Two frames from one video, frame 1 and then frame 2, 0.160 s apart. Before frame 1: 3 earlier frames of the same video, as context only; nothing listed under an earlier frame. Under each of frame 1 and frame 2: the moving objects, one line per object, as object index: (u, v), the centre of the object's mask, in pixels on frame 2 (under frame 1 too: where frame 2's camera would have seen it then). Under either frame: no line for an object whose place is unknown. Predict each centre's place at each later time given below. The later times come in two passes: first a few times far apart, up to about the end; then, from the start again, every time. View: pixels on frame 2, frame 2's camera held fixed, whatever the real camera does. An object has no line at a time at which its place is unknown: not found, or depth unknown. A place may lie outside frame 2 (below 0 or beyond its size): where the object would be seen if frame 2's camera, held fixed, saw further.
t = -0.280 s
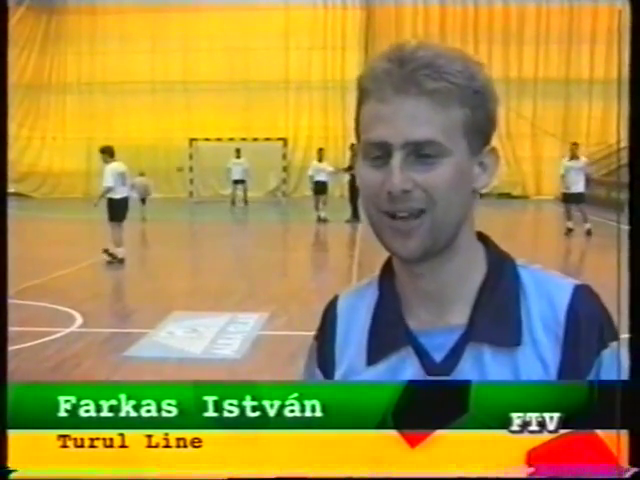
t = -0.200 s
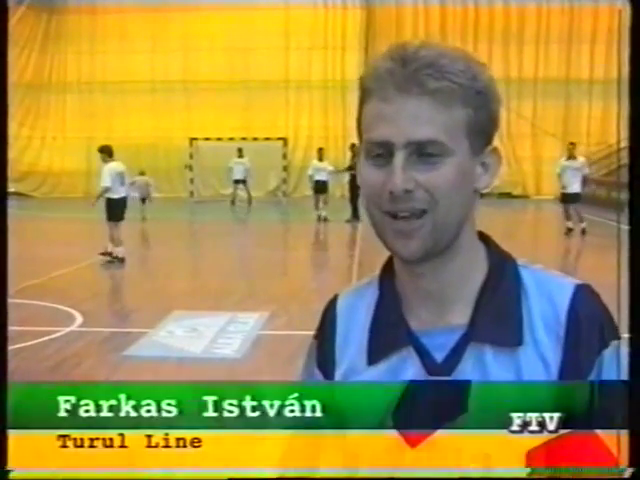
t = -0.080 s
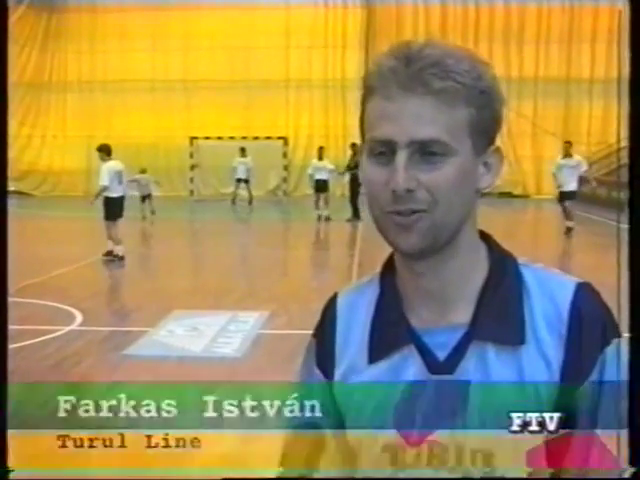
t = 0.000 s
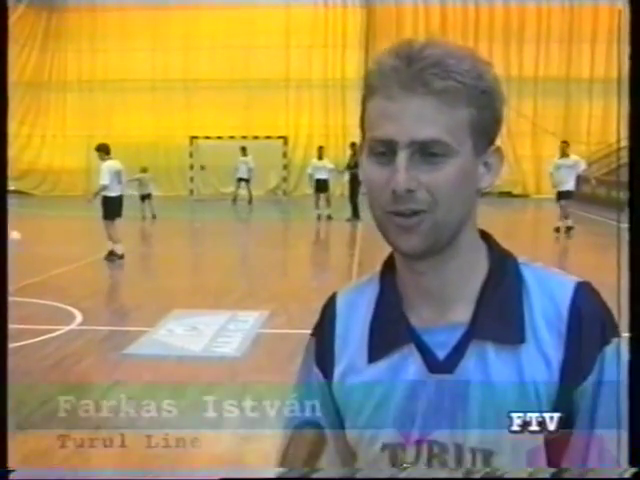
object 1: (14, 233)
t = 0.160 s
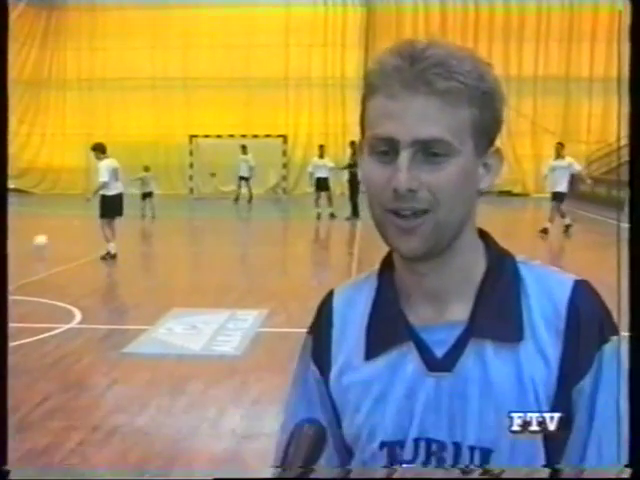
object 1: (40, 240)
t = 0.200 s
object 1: (44, 237)
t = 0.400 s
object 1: (69, 241)
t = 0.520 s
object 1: (82, 240)
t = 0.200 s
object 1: (44, 237)
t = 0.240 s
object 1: (50, 237)
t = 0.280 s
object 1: (55, 237)
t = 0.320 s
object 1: (60, 237)
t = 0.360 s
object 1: (65, 239)
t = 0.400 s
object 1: (69, 241)
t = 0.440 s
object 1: (74, 244)
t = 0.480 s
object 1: (78, 241)
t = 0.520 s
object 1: (82, 240)
